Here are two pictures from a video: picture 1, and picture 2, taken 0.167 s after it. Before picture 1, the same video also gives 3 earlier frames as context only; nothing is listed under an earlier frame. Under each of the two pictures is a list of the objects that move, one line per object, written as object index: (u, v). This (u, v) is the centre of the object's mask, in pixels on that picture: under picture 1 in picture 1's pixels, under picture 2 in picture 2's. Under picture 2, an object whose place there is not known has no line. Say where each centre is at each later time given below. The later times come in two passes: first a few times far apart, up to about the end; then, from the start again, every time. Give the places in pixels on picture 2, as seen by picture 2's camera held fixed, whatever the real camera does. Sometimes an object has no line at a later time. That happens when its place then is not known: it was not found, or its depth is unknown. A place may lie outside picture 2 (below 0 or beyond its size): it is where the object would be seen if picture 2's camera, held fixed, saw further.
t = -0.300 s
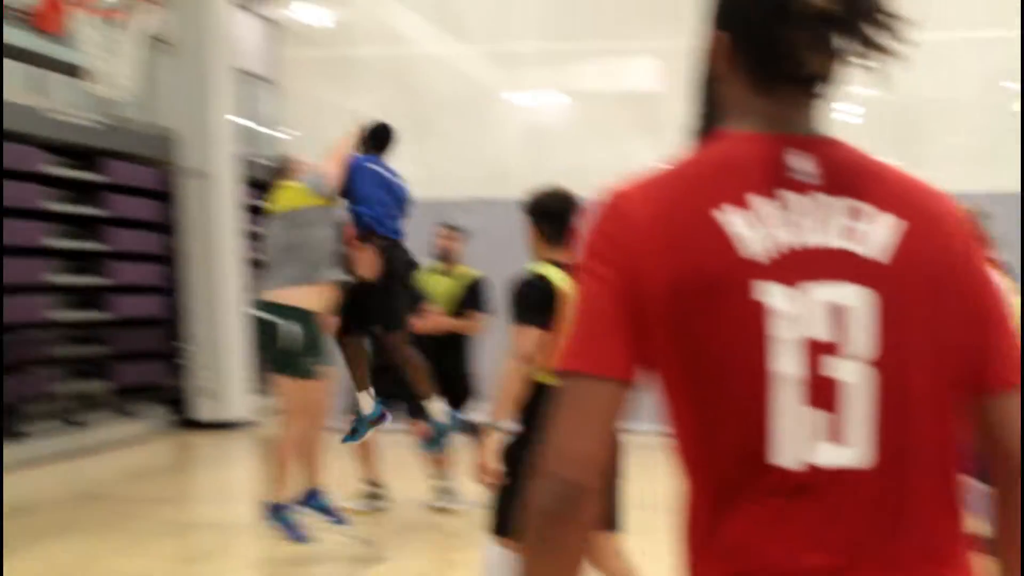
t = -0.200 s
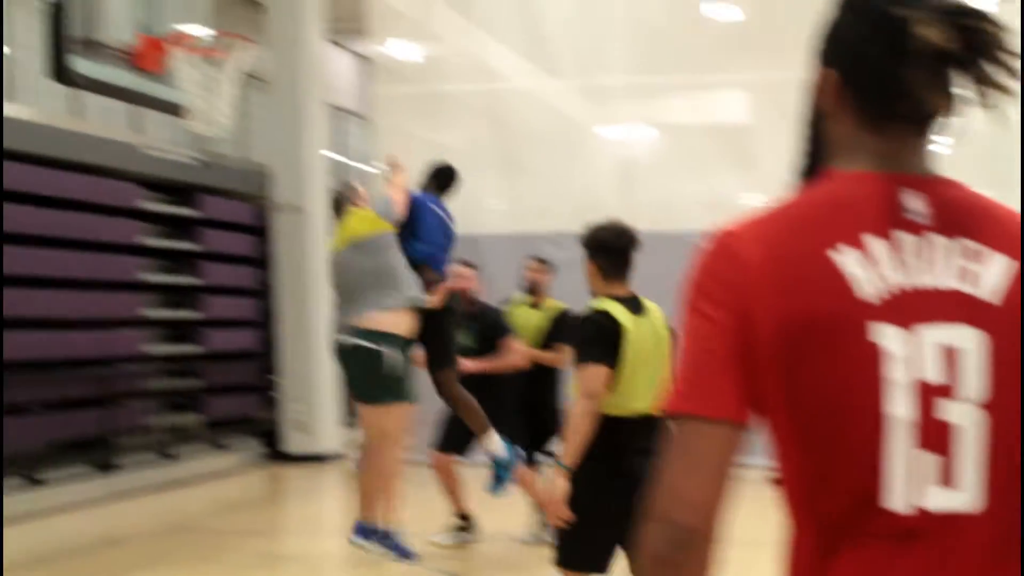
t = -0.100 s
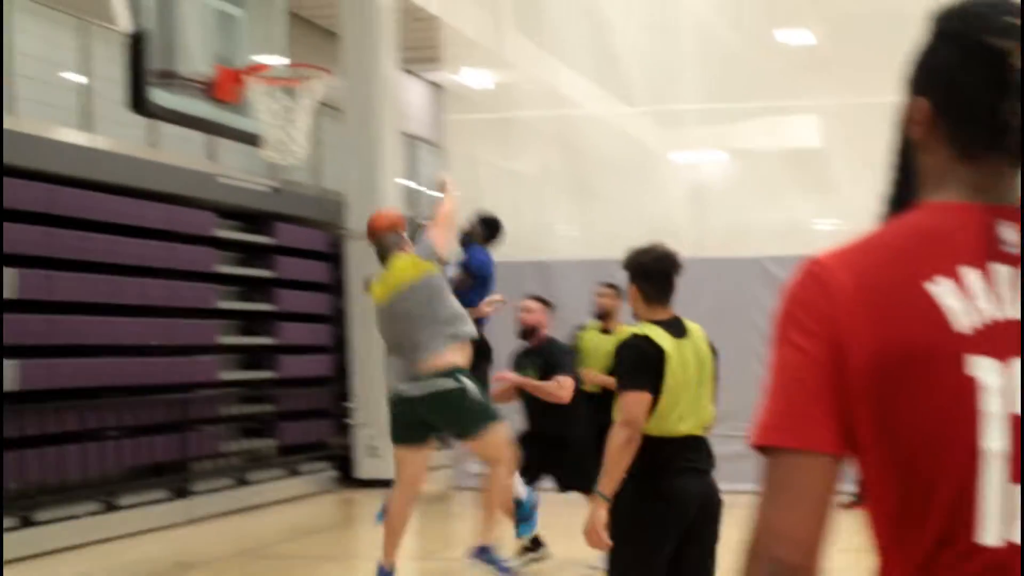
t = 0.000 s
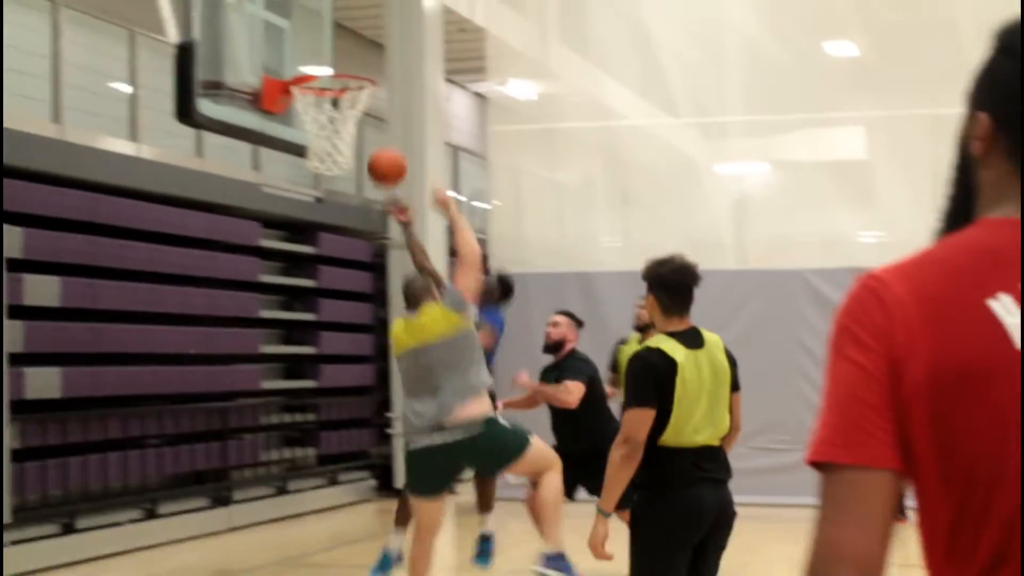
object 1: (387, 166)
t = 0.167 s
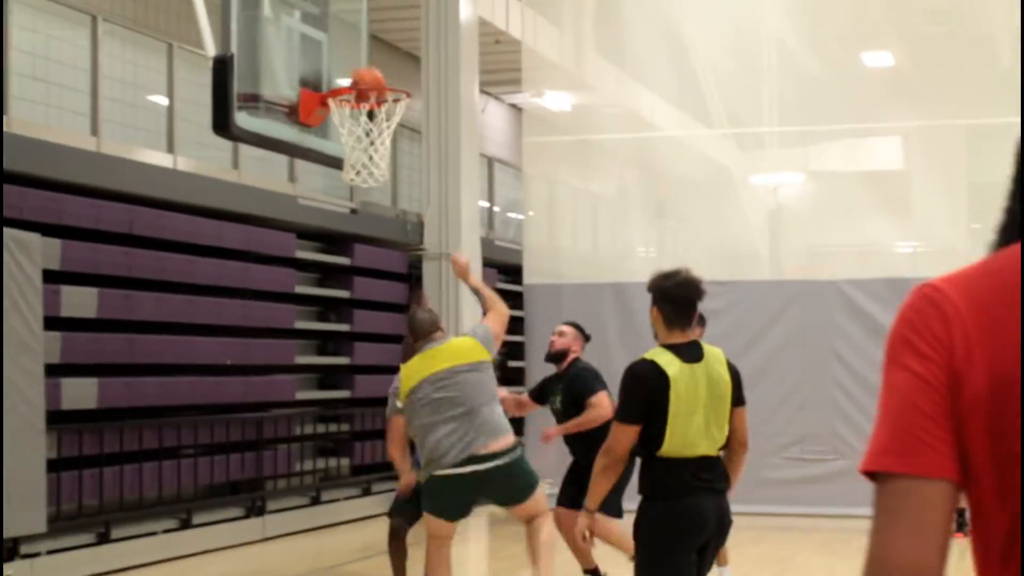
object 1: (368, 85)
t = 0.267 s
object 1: (364, 53)
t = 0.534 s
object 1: (403, 46)
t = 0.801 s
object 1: (441, 98)
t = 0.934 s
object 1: (461, 155)
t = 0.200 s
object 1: (357, 71)
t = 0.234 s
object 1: (360, 62)
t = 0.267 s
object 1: (364, 53)
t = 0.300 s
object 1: (369, 47)
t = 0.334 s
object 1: (374, 41)
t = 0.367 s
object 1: (378, 38)
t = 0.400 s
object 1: (383, 36)
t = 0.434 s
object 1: (388, 35)
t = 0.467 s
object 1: (393, 37)
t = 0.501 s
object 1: (399, 41)
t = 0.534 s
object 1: (403, 46)
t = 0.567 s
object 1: (408, 54)
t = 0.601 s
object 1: (412, 63)
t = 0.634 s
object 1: (417, 74)
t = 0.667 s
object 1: (422, 76)
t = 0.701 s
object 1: (426, 79)
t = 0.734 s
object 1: (431, 83)
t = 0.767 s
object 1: (436, 90)
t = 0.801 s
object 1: (441, 98)
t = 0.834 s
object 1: (446, 110)
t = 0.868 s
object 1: (451, 122)
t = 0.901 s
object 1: (455, 137)
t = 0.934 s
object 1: (461, 155)
